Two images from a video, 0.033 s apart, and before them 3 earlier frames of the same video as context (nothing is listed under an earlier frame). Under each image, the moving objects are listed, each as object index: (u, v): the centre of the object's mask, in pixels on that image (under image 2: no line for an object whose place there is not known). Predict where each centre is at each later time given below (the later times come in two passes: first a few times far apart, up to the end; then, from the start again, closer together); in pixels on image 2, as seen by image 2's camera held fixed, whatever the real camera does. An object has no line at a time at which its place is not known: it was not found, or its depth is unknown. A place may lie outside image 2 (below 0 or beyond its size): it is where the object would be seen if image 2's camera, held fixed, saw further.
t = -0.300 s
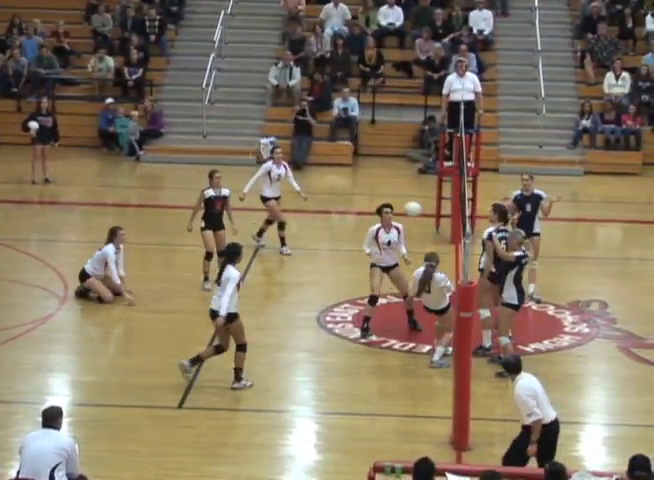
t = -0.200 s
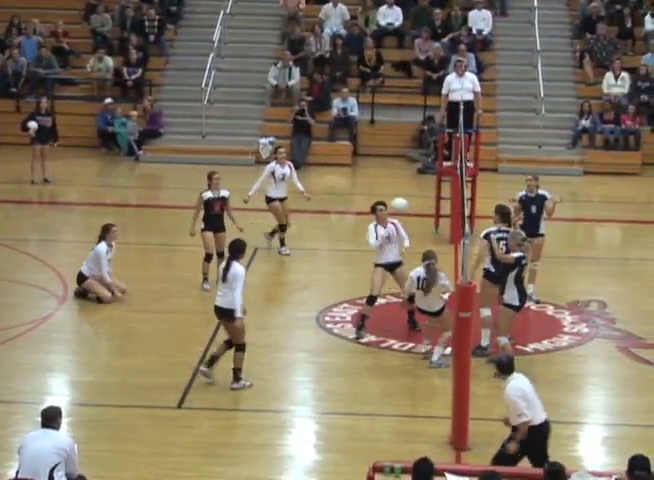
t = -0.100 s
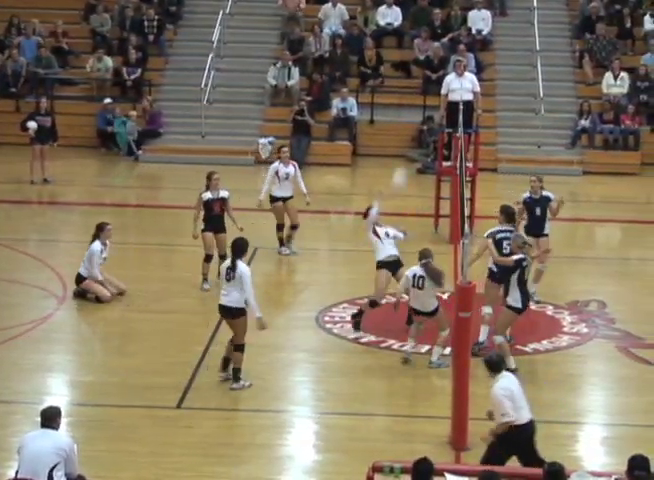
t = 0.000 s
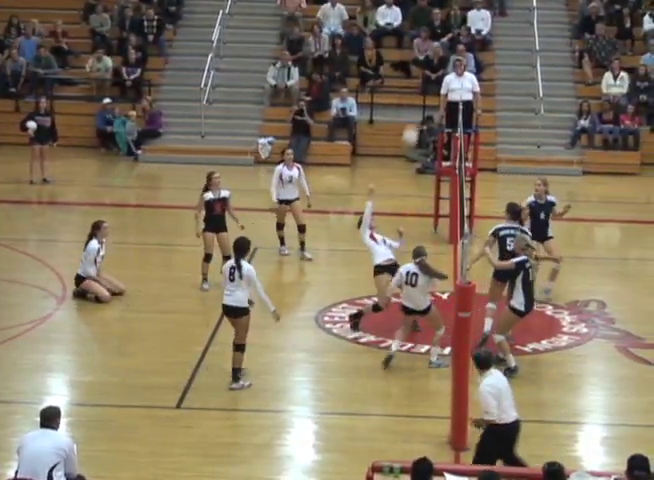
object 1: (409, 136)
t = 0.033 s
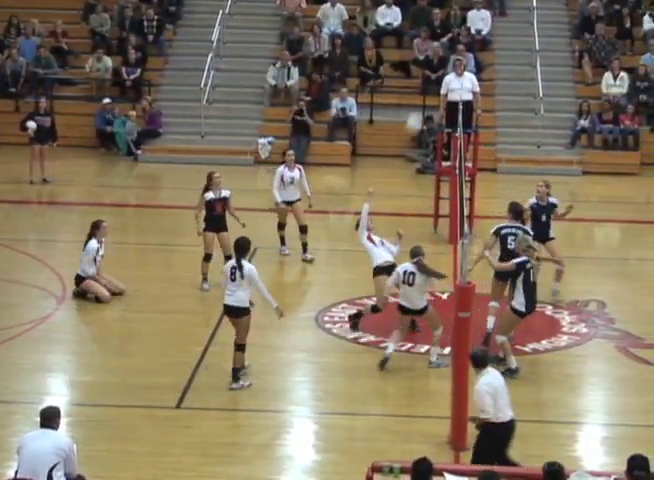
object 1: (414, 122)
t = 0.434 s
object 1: (458, 42)
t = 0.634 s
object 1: (477, 45)
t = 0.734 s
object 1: (487, 58)
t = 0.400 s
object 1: (454, 43)
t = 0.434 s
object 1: (458, 42)
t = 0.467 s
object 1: (461, 41)
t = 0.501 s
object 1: (464, 40)
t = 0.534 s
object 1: (468, 40)
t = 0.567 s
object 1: (471, 41)
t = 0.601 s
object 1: (474, 42)
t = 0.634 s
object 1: (477, 45)
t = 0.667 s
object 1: (480, 49)
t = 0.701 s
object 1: (483, 53)
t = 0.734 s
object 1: (487, 58)
